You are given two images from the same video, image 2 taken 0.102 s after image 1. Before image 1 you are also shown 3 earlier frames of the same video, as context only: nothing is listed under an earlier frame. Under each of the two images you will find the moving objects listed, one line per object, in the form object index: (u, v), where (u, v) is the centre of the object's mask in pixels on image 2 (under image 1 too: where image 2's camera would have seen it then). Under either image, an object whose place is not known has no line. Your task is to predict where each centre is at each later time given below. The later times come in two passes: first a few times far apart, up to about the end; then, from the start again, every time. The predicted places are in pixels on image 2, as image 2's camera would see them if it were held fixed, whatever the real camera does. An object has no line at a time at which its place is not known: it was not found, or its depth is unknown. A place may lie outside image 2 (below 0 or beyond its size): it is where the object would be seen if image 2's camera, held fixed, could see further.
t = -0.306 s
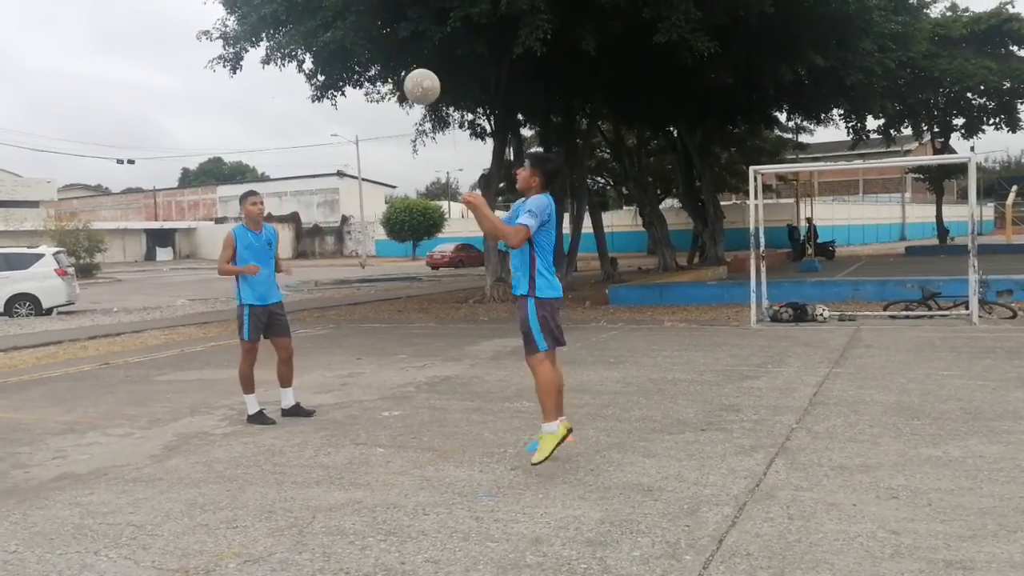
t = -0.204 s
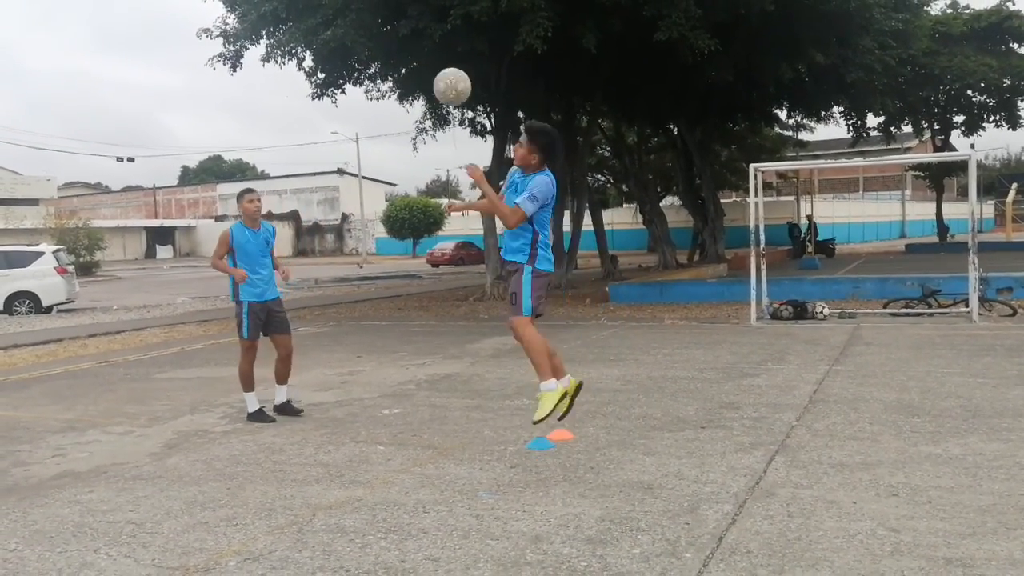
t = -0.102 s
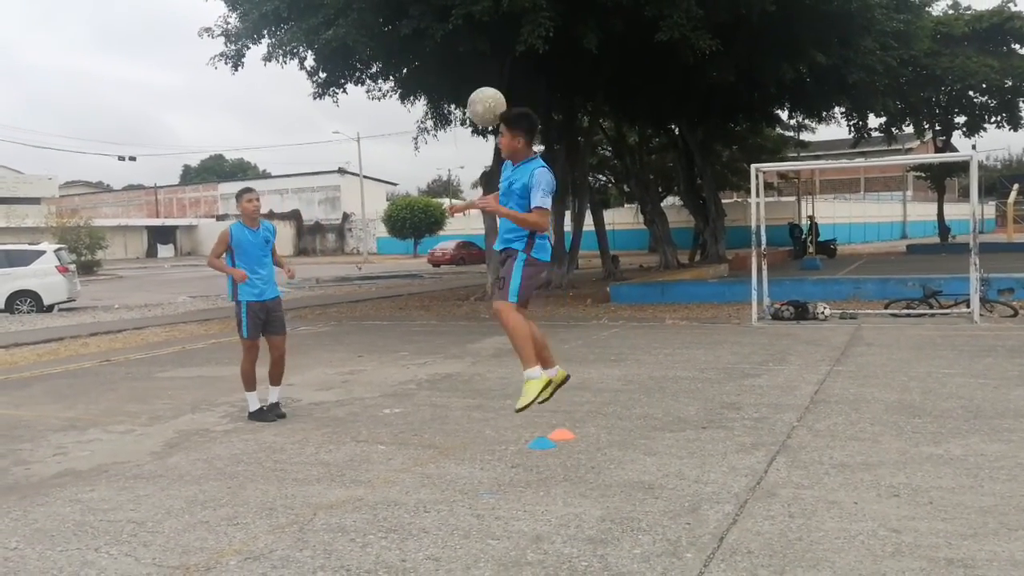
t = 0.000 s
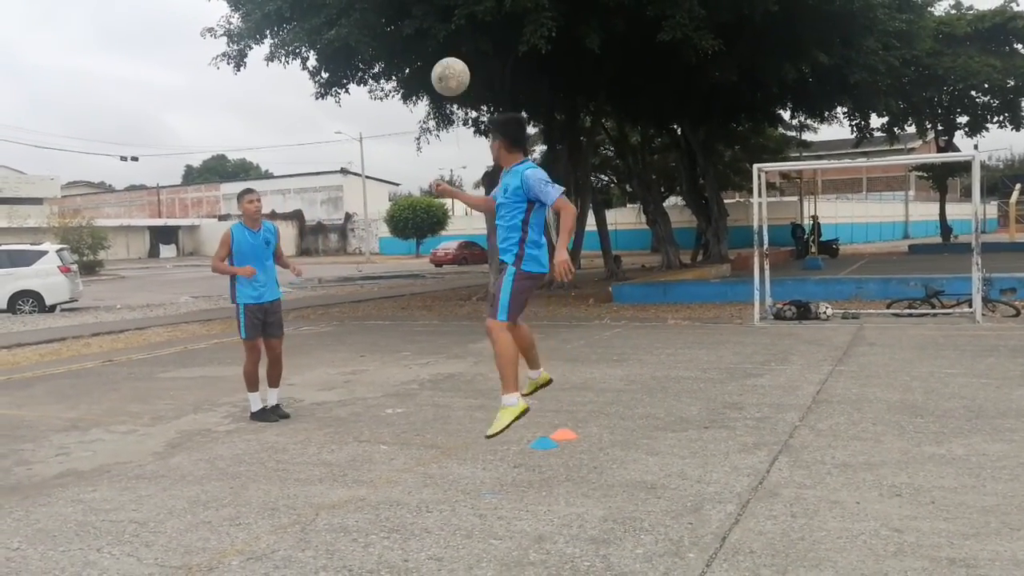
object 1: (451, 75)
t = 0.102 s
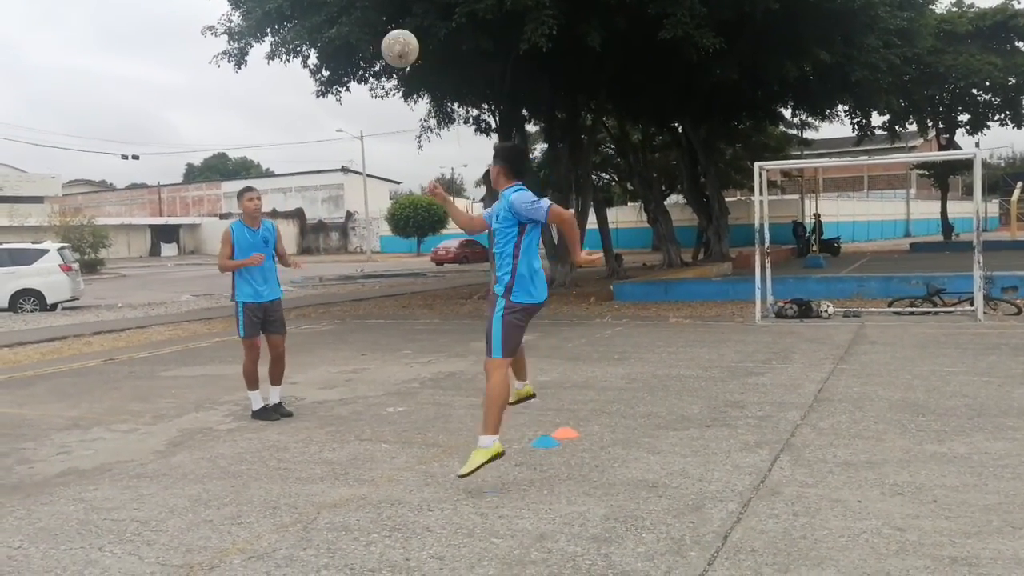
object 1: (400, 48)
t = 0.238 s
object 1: (337, 41)
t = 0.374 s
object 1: (281, 63)
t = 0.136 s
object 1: (383, 44)
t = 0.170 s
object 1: (368, 41)
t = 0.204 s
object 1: (352, 40)
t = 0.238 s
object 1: (337, 41)
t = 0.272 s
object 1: (323, 44)
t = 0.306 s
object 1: (309, 49)
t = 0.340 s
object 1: (295, 55)
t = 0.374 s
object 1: (281, 63)
